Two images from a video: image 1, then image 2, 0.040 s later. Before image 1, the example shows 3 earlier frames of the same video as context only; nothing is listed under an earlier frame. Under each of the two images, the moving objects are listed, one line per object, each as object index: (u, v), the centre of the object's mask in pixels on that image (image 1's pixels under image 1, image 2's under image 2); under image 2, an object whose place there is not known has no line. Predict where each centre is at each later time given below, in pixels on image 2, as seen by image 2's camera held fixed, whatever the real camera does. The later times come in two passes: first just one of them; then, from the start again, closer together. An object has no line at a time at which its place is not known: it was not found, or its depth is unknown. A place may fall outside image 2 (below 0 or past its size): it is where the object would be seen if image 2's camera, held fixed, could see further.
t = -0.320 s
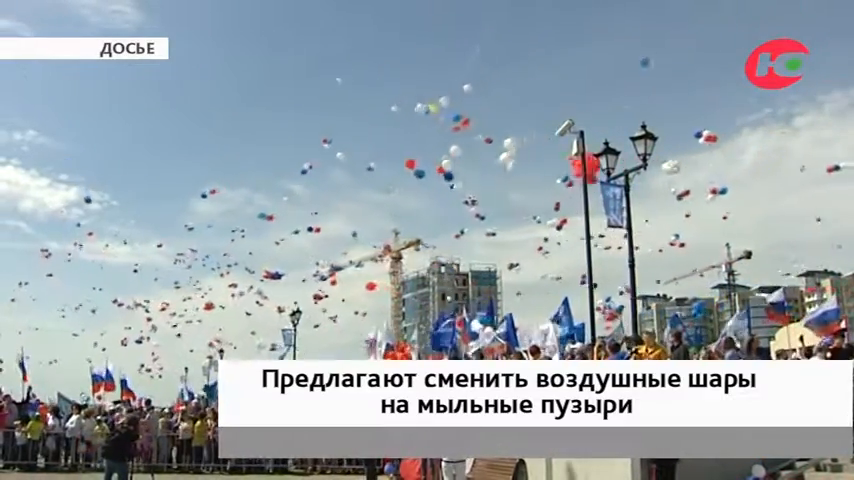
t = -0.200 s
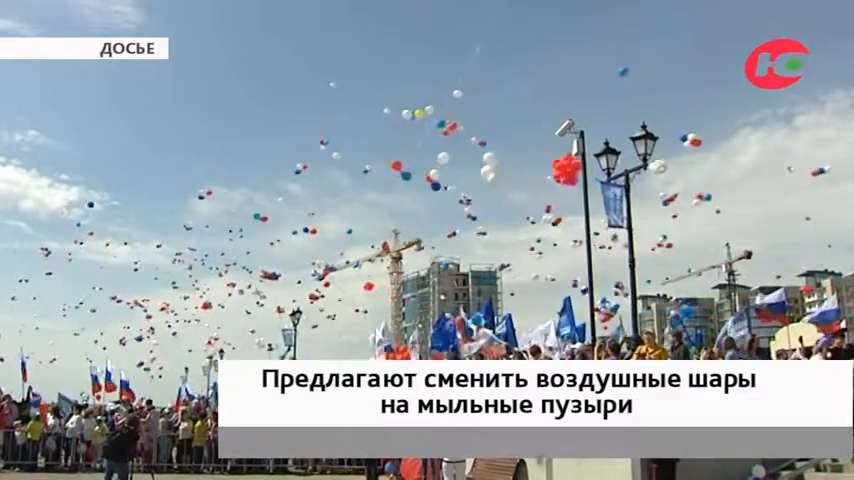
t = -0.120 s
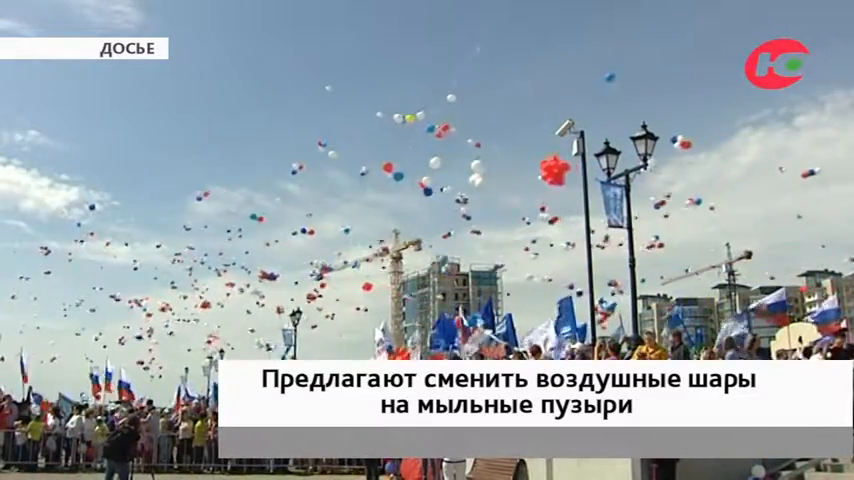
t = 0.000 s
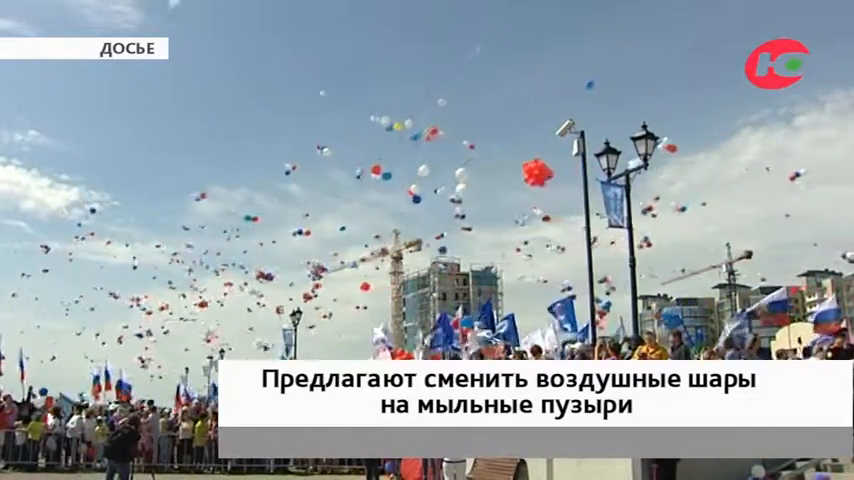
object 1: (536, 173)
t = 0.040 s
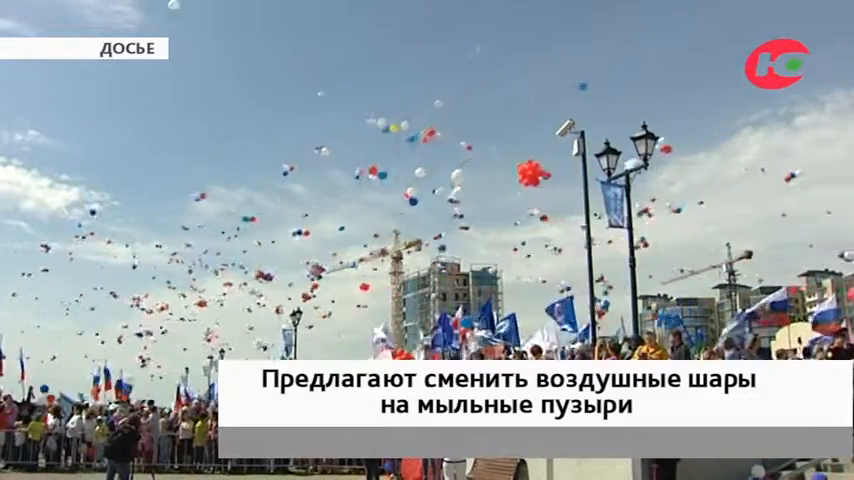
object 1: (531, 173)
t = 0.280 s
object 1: (498, 178)
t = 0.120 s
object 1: (519, 175)
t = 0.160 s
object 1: (514, 176)
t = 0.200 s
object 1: (509, 177)
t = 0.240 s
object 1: (503, 178)
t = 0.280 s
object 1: (498, 178)
